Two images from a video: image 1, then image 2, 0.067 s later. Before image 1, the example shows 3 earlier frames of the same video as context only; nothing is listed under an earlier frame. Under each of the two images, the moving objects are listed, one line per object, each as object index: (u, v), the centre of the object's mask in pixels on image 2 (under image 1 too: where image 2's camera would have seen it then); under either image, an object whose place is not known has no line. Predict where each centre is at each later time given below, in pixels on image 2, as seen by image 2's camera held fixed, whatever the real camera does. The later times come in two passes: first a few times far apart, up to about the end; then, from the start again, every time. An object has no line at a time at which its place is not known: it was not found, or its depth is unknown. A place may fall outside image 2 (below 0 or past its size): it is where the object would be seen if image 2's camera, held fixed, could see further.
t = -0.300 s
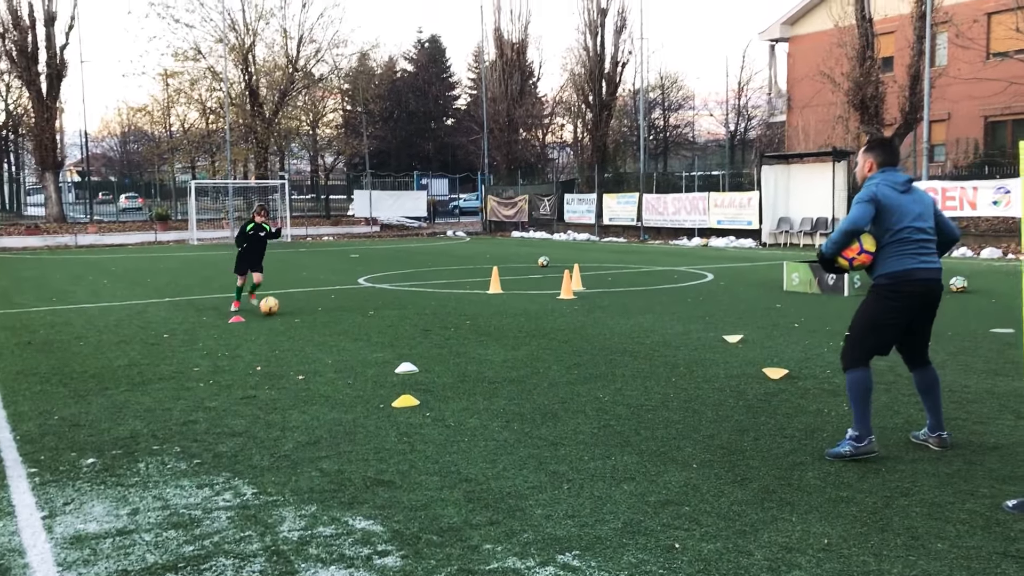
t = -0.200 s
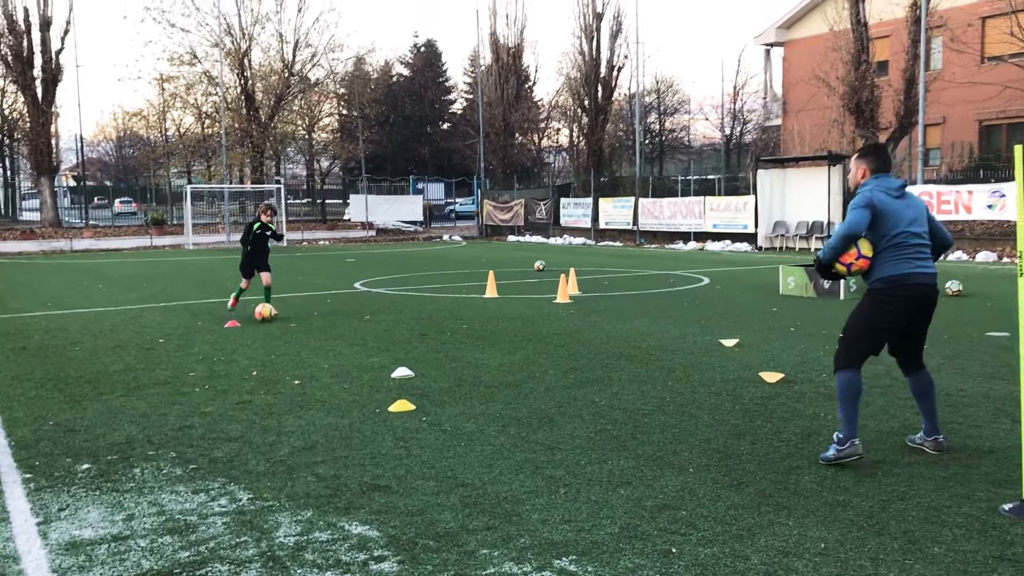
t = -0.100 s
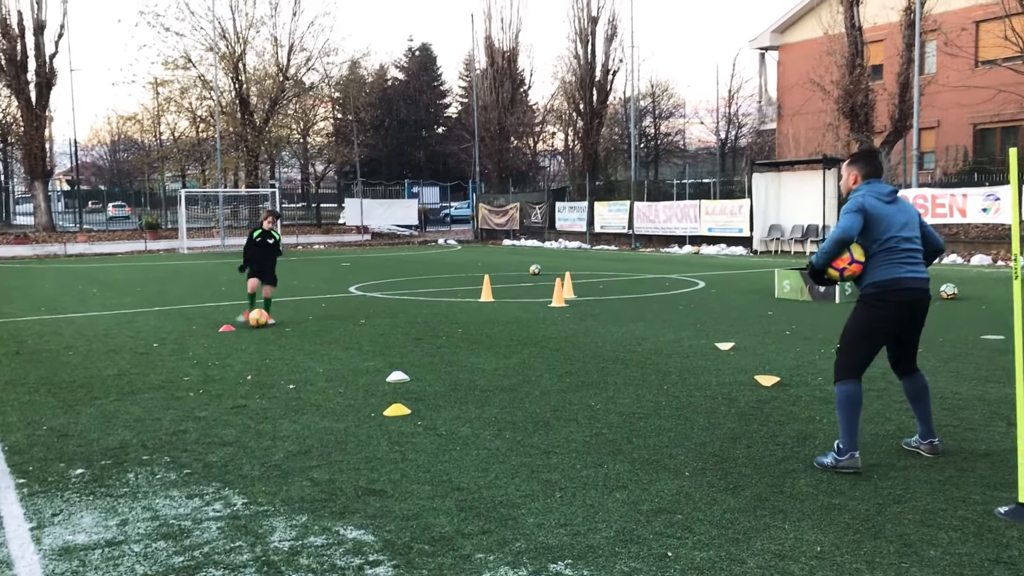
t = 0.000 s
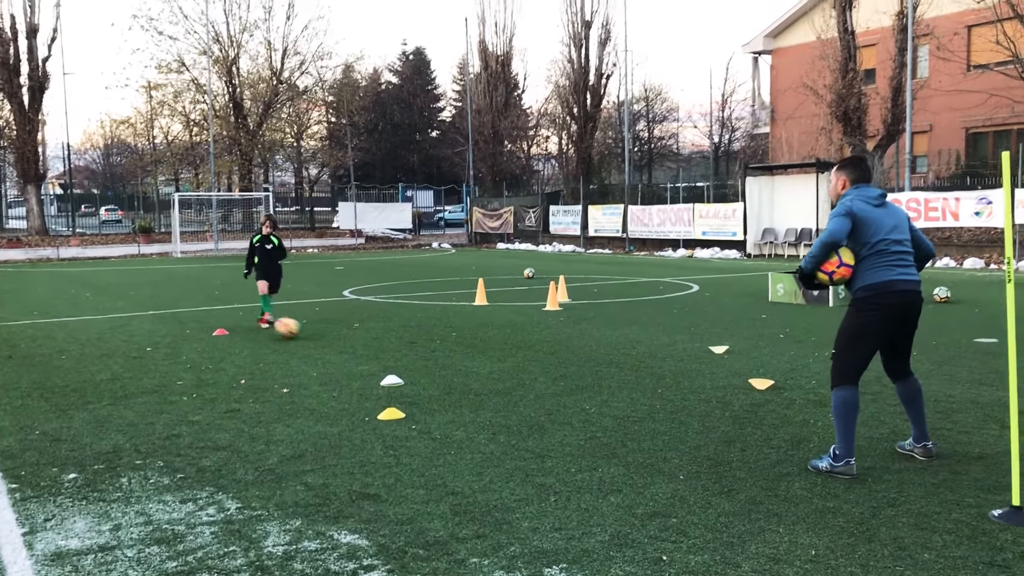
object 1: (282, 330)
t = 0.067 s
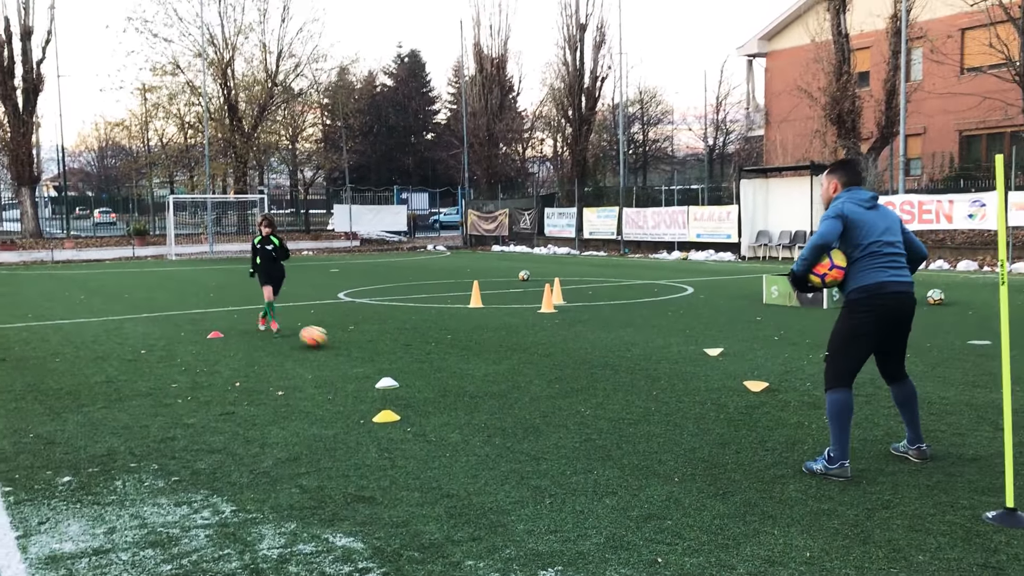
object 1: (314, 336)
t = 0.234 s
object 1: (402, 350)
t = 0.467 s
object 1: (562, 380)
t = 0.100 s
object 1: (330, 338)
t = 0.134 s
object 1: (347, 341)
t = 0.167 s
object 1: (365, 346)
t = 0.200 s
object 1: (383, 349)
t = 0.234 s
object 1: (402, 350)
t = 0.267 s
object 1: (422, 354)
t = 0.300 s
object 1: (443, 357)
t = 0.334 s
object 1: (466, 365)
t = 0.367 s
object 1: (488, 368)
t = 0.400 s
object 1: (511, 370)
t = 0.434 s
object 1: (536, 374)
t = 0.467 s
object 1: (562, 380)
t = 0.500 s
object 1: (590, 388)
